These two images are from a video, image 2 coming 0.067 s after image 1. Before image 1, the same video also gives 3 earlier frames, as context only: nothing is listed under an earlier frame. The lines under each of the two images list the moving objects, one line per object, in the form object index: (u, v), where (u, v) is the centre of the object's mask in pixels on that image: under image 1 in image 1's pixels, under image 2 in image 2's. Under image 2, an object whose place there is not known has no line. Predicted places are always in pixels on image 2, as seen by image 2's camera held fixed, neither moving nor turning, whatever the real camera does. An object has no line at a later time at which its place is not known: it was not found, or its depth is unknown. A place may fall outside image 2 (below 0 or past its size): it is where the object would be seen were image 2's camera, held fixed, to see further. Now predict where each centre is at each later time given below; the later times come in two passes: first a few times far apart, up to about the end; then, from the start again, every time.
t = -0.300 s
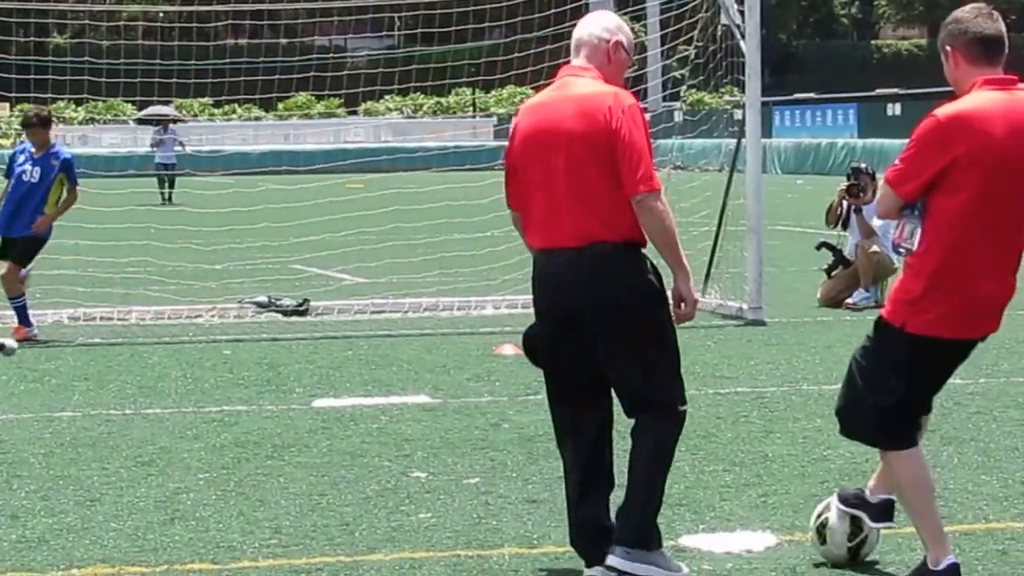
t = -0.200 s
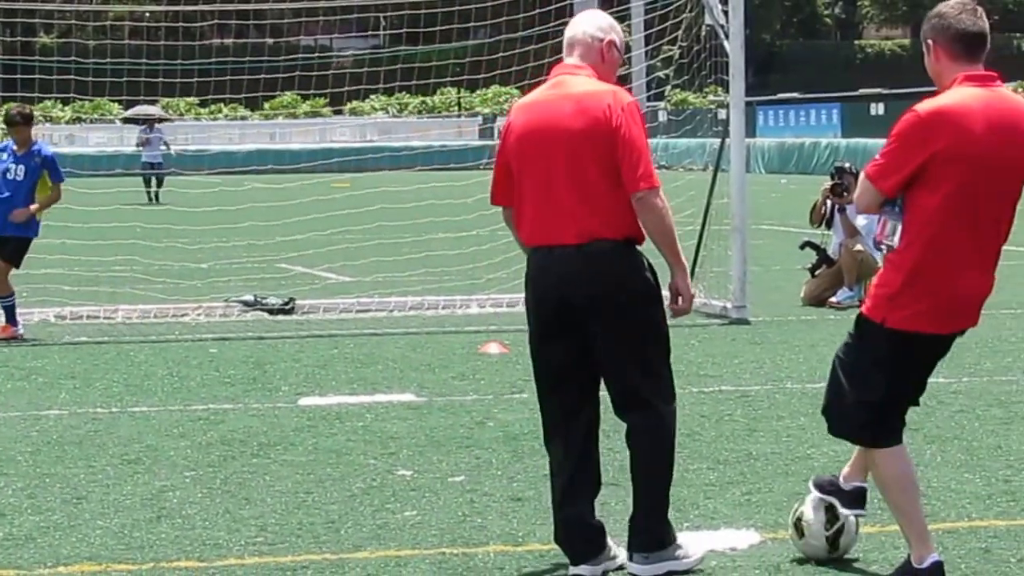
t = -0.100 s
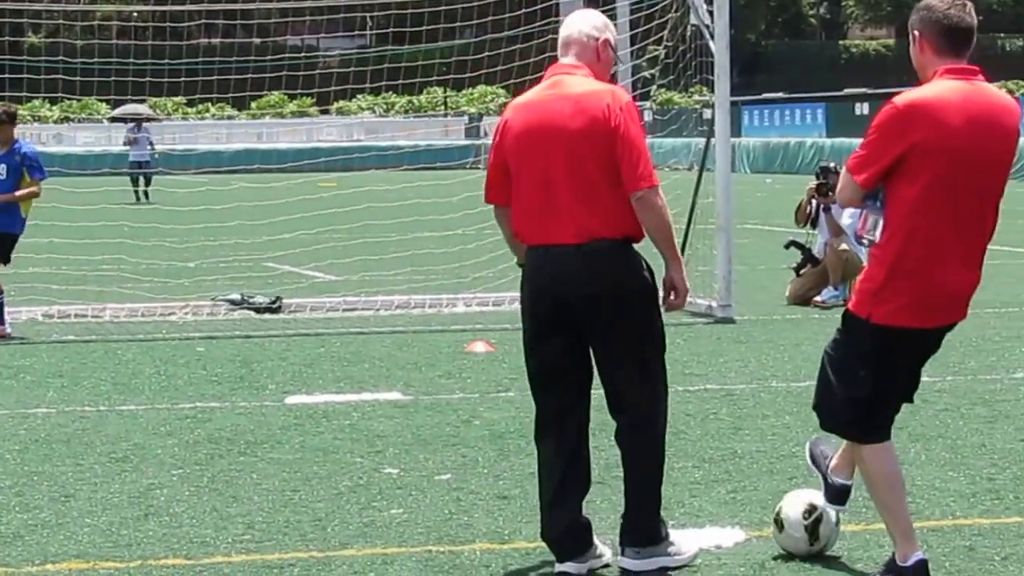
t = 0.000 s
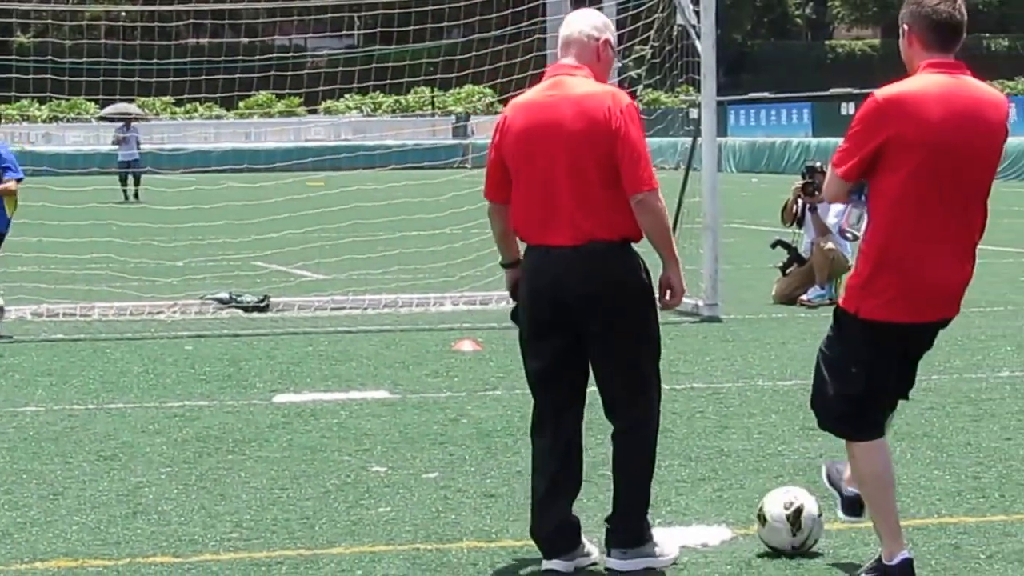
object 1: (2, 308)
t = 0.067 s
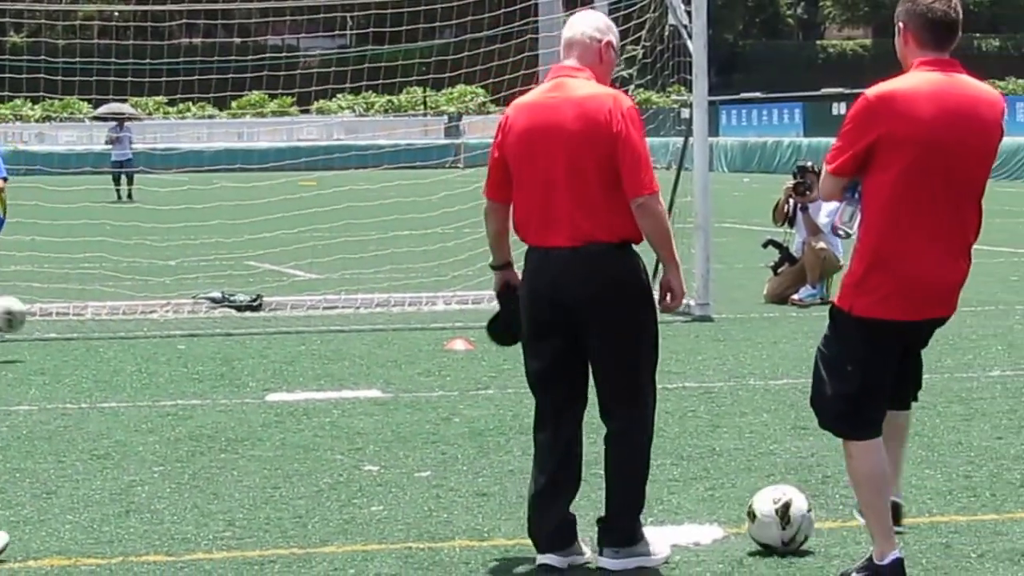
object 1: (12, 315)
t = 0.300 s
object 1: (121, 349)
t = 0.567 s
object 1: (264, 381)
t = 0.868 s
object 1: (431, 409)
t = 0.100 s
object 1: (22, 320)
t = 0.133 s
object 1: (38, 327)
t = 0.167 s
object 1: (56, 338)
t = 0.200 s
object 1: (72, 350)
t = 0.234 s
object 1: (89, 359)
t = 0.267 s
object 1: (105, 353)
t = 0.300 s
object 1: (121, 349)
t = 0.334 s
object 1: (138, 348)
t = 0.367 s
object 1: (153, 348)
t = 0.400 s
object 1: (171, 351)
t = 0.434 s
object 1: (190, 356)
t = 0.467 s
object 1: (208, 364)
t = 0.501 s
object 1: (227, 373)
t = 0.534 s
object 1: (247, 386)
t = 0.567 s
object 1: (264, 381)
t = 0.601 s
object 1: (280, 375)
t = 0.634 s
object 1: (298, 372)
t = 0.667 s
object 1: (316, 371)
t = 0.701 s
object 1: (333, 372)
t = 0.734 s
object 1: (353, 376)
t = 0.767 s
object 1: (371, 384)
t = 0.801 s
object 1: (391, 392)
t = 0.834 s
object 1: (411, 405)
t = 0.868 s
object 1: (431, 409)
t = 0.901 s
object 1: (451, 402)
